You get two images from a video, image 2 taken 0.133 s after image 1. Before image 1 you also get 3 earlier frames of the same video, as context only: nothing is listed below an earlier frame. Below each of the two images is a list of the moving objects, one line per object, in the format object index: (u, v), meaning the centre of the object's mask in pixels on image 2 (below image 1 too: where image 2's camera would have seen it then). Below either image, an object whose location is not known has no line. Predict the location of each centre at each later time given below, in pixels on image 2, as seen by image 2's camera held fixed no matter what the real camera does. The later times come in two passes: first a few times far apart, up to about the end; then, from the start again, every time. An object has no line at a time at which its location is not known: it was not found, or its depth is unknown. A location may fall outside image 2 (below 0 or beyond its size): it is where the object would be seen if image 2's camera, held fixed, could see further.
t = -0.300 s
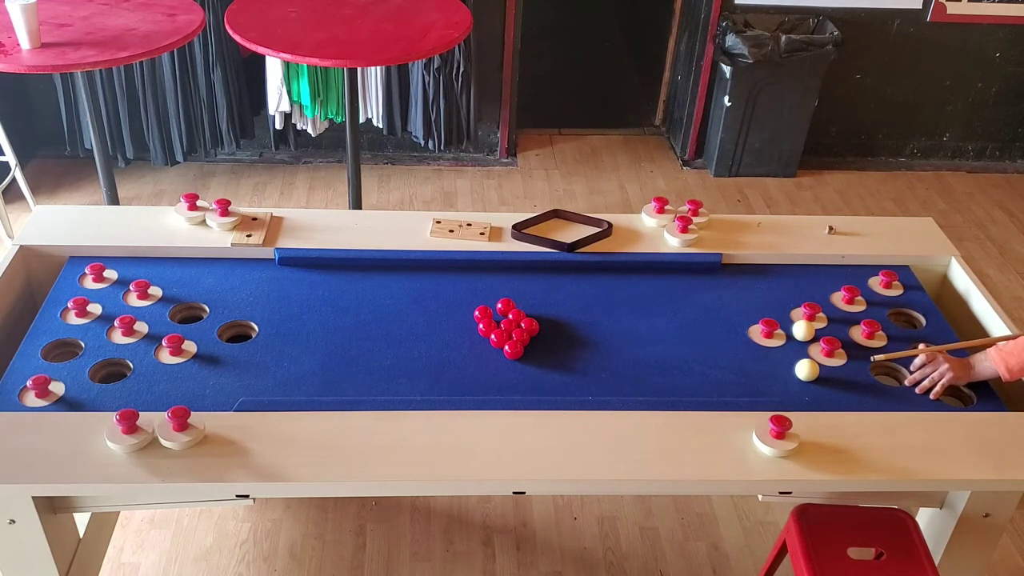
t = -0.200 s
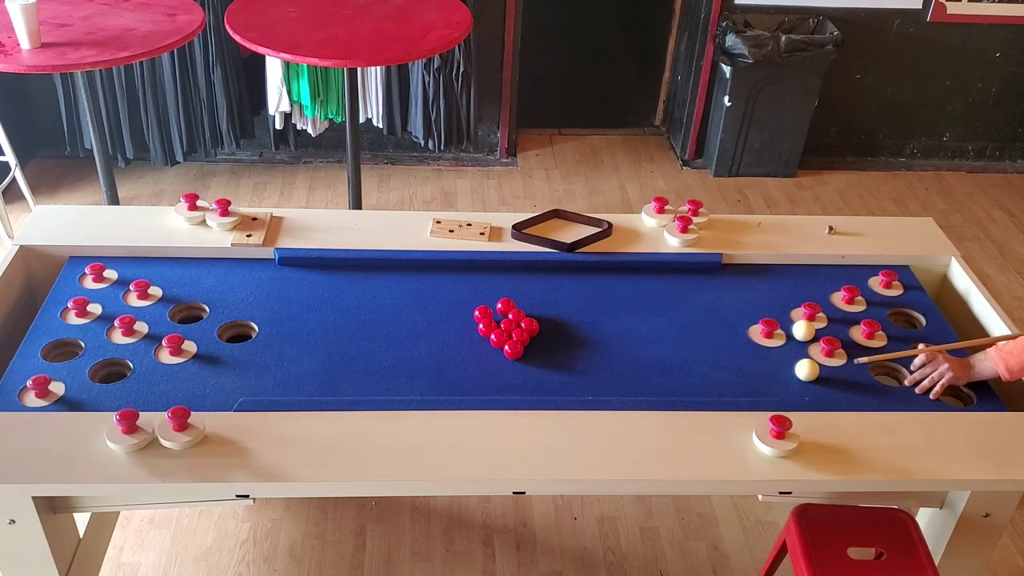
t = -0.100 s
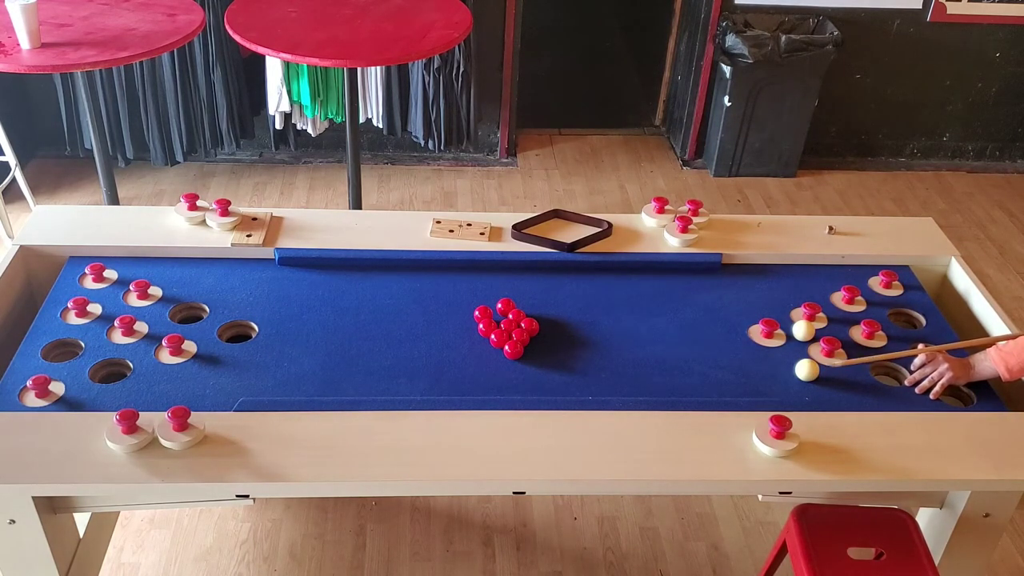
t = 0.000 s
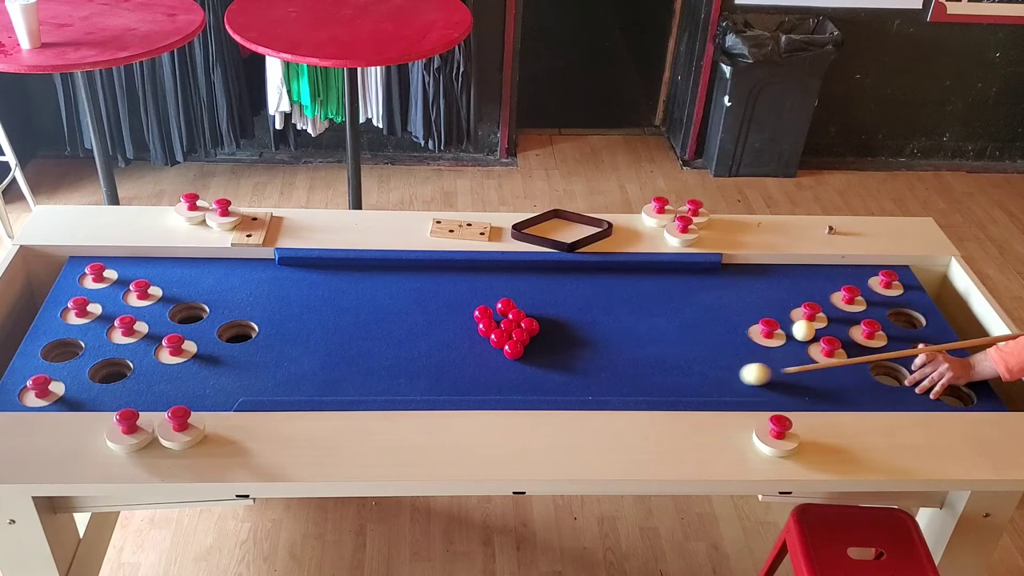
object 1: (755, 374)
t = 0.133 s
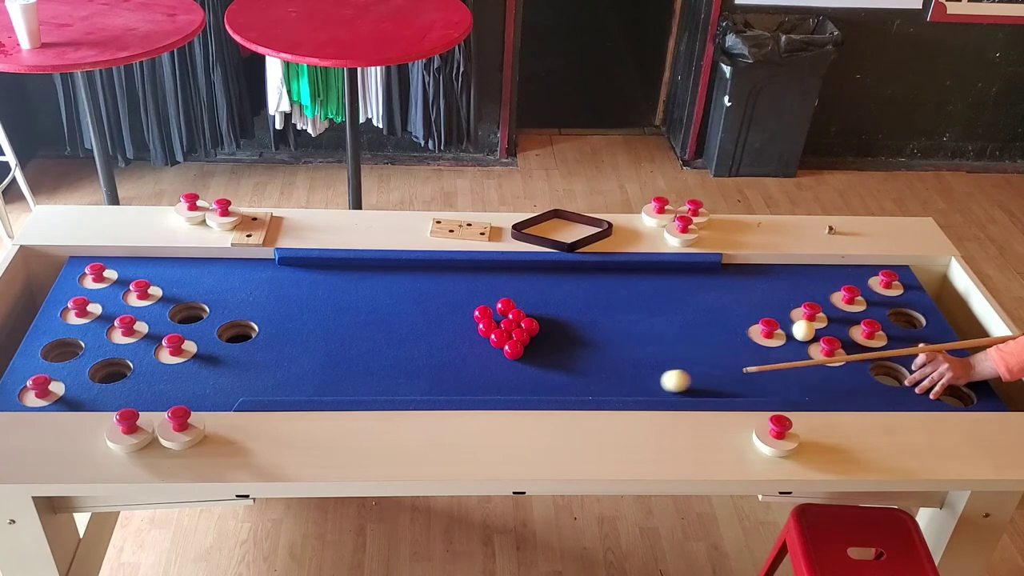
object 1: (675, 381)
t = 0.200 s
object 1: (638, 384)
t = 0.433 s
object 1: (510, 388)
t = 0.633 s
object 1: (405, 384)
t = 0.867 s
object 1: (283, 378)
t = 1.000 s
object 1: (214, 375)
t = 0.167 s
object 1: (657, 382)
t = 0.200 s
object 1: (638, 384)
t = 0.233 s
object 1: (619, 385)
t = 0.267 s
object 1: (601, 386)
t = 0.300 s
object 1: (582, 387)
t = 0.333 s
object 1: (564, 388)
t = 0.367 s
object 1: (545, 389)
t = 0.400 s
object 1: (527, 389)
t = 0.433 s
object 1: (510, 388)
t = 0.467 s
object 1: (492, 387)
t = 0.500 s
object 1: (474, 387)
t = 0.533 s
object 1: (457, 386)
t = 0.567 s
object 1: (439, 385)
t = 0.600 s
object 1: (422, 385)
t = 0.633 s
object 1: (405, 384)
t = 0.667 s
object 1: (387, 383)
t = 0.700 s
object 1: (370, 383)
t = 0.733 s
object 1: (353, 382)
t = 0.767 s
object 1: (335, 381)
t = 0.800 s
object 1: (317, 380)
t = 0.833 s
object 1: (300, 379)
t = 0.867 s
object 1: (283, 378)
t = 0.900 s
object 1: (265, 378)
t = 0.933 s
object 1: (248, 377)
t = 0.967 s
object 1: (231, 376)
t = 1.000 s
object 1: (214, 375)
